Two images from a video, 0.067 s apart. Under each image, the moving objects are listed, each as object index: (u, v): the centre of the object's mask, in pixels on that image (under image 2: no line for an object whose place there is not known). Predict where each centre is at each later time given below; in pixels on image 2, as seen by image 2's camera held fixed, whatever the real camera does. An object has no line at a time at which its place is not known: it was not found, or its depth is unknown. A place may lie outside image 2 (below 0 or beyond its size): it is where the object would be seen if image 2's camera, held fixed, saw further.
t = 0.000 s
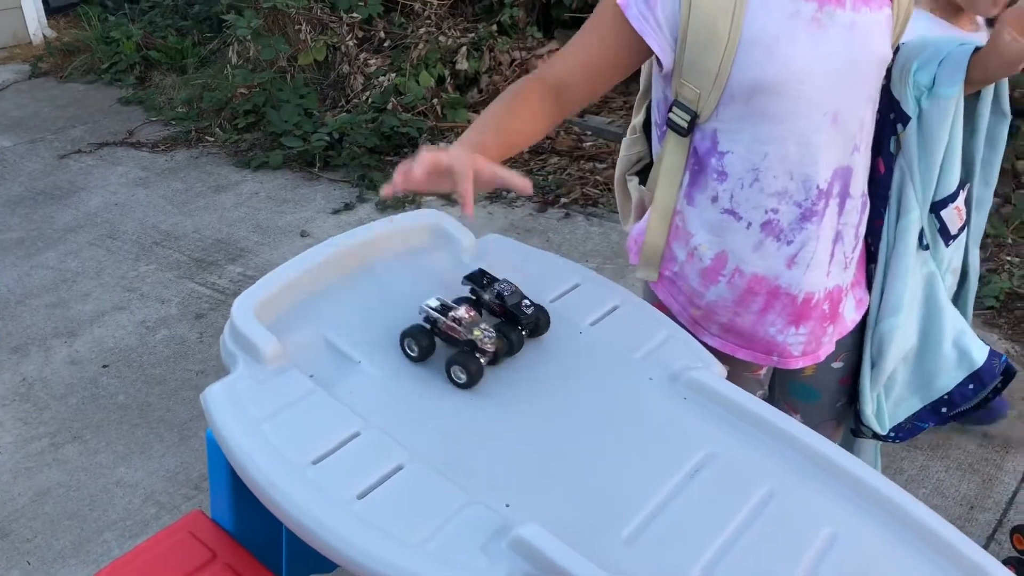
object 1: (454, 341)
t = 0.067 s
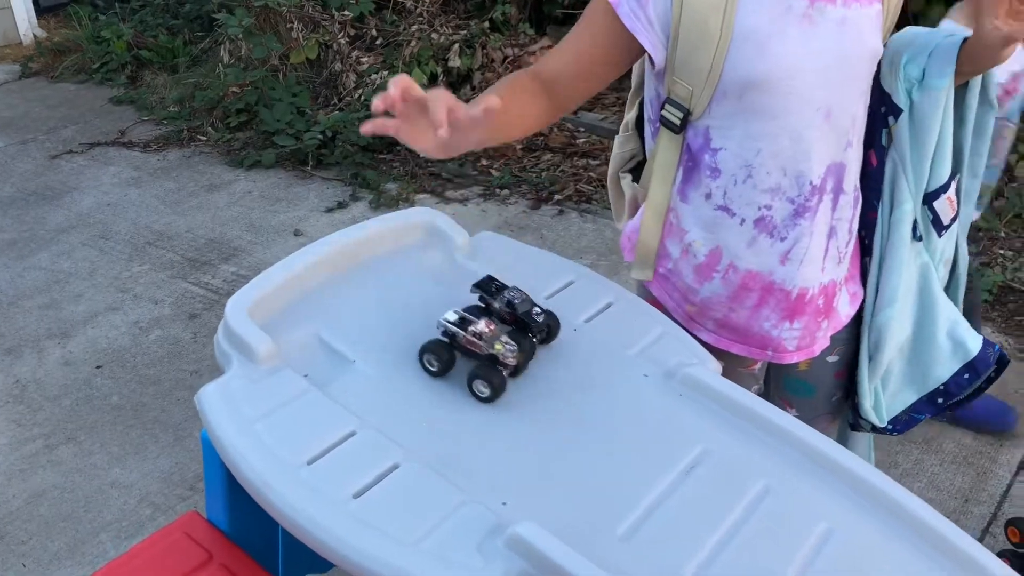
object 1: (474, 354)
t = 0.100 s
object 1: (489, 362)
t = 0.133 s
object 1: (506, 372)
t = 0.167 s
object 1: (524, 383)
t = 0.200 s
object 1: (545, 393)
